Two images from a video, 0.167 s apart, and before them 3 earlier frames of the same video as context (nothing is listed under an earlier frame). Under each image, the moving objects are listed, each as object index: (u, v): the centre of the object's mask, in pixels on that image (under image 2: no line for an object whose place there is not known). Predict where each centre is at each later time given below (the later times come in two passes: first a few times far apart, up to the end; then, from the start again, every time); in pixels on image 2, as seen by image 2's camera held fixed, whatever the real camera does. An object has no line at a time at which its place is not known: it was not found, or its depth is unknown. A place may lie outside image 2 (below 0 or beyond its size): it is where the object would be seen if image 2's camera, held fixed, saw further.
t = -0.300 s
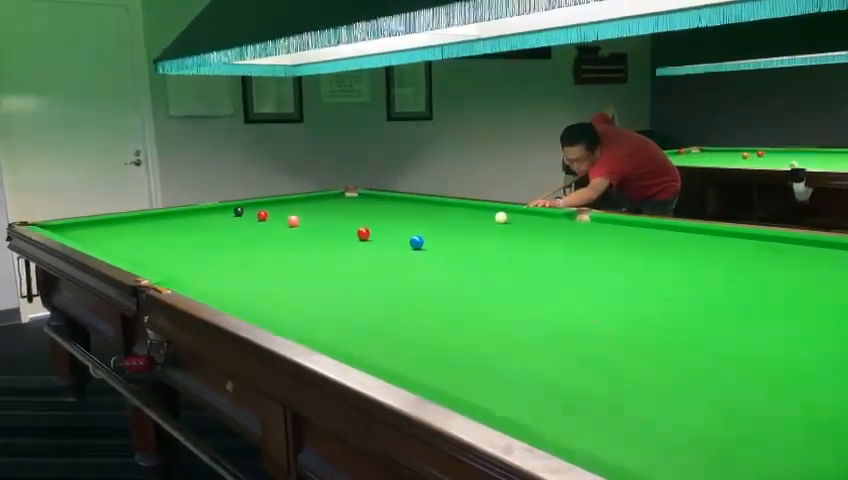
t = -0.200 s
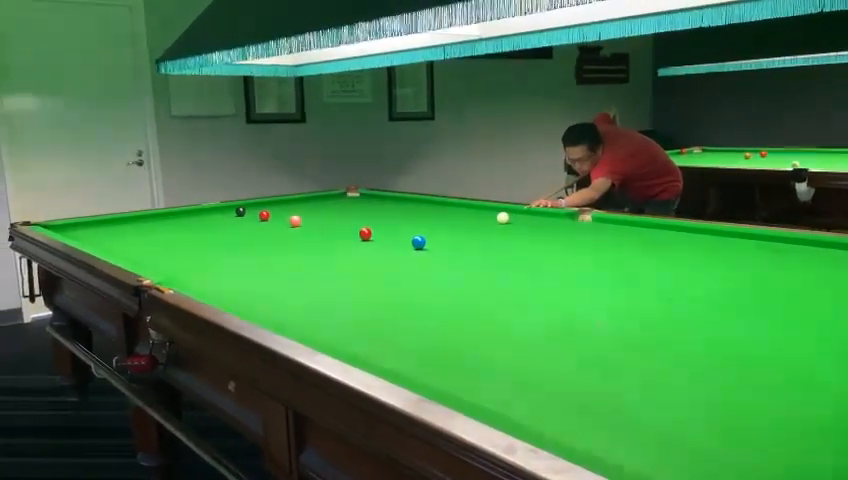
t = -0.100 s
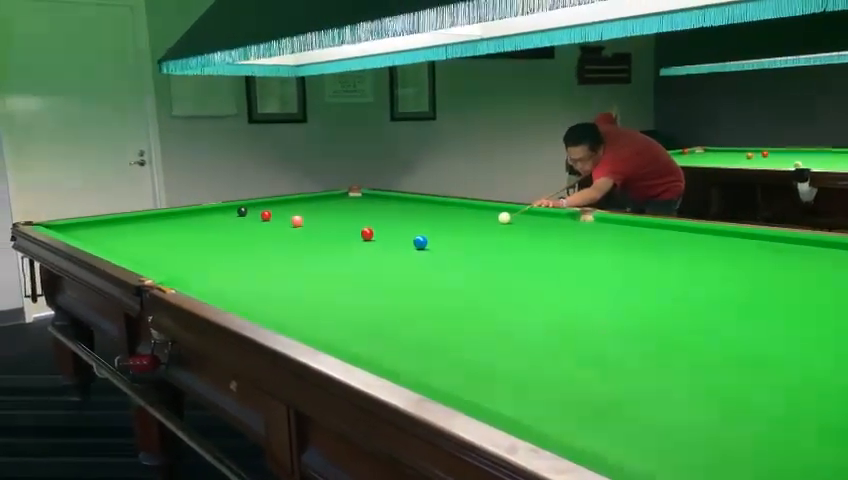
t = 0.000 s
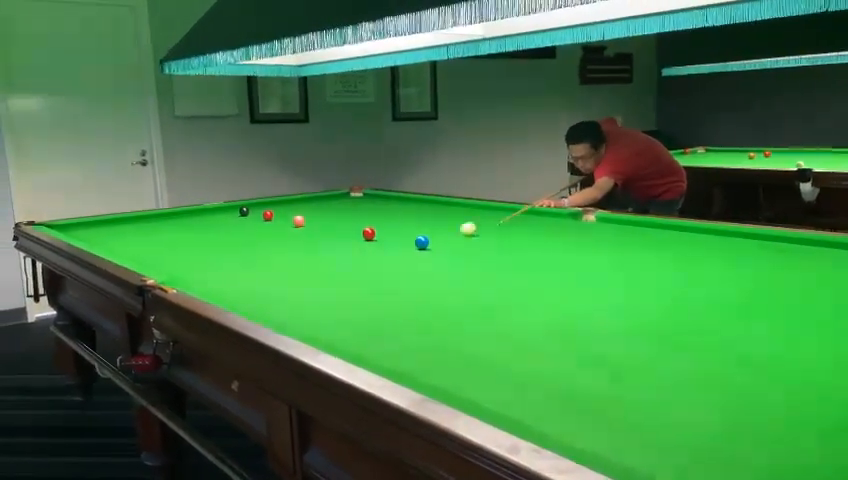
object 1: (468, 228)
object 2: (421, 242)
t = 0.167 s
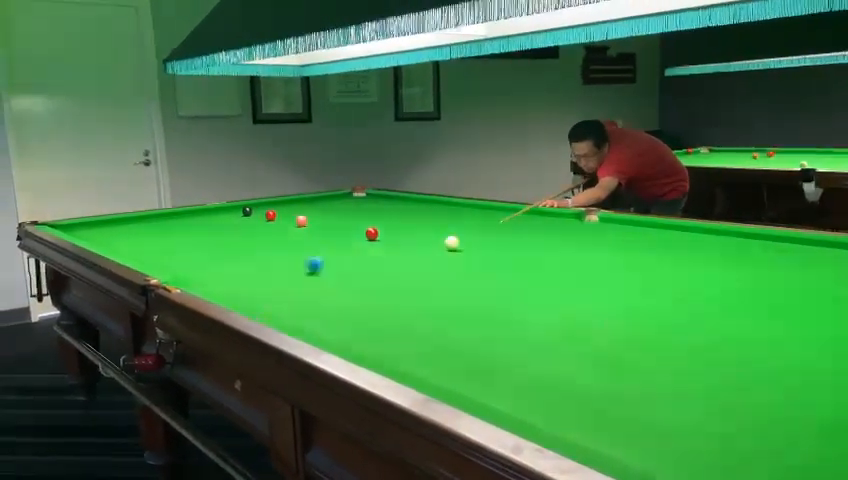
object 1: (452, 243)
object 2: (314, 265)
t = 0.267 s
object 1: (466, 245)
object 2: (201, 283)
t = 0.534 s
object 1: (507, 250)
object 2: (300, 243)
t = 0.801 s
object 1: (549, 256)
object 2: (353, 218)
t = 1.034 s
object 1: (588, 261)
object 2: (385, 203)
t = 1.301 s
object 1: (636, 268)
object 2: (361, 198)
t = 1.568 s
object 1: (686, 275)
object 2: (295, 201)
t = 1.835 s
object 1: (739, 282)
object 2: (250, 204)
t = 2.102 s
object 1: (794, 290)
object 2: (215, 213)
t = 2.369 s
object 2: (178, 222)
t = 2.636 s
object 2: (135, 232)
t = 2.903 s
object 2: (92, 240)
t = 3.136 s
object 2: (141, 240)
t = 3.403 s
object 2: (193, 239)
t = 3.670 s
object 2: (244, 237)
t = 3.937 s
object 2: (292, 235)
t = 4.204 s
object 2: (337, 234)
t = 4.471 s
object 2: (367, 232)
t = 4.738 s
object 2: (381, 230)
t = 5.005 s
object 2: (394, 228)
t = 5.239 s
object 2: (403, 227)
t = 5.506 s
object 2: (413, 225)
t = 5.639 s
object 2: (417, 225)
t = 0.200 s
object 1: (457, 244)
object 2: (275, 273)
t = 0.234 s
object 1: (461, 244)
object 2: (237, 281)
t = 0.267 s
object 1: (466, 245)
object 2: (201, 283)
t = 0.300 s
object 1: (471, 246)
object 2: (217, 277)
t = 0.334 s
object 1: (476, 246)
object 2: (233, 272)
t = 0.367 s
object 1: (481, 247)
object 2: (247, 265)
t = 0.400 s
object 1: (486, 248)
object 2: (260, 260)
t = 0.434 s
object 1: (491, 248)
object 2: (271, 255)
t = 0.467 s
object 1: (496, 249)
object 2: (282, 251)
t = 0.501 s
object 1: (501, 250)
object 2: (292, 246)
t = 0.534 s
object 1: (507, 250)
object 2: (300, 243)
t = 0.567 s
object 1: (512, 251)
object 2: (308, 239)
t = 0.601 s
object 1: (517, 251)
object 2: (316, 236)
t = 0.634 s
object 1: (522, 252)
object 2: (322, 232)
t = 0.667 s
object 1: (527, 253)
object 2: (329, 229)
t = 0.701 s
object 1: (533, 254)
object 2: (336, 226)
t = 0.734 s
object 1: (538, 254)
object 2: (341, 224)
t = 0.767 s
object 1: (543, 255)
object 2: (347, 221)
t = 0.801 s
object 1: (549, 256)
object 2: (353, 218)
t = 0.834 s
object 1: (555, 256)
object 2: (358, 216)
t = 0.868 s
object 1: (560, 257)
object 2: (363, 214)
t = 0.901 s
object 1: (566, 258)
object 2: (368, 212)
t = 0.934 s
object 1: (571, 259)
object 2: (372, 210)
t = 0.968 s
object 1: (577, 260)
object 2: (377, 207)
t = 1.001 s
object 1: (583, 260)
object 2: (381, 205)
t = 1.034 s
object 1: (588, 261)
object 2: (385, 203)
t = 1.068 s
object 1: (594, 262)
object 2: (389, 202)
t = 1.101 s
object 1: (600, 263)
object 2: (392, 200)
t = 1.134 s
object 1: (606, 264)
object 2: (396, 199)
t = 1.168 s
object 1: (612, 265)
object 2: (399, 196)
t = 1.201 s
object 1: (618, 265)
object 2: (389, 197)
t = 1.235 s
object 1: (624, 266)
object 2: (378, 197)
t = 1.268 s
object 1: (630, 267)
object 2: (368, 198)
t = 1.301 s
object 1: (636, 268)
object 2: (361, 198)
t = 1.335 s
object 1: (642, 269)
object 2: (352, 199)
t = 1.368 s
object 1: (648, 270)
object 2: (343, 199)
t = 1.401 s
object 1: (654, 270)
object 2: (336, 200)
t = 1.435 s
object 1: (661, 271)
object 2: (328, 200)
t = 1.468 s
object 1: (667, 272)
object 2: (320, 201)
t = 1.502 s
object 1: (673, 273)
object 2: (311, 201)
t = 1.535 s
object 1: (680, 274)
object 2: (303, 201)
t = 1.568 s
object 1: (686, 275)
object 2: (295, 201)
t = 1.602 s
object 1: (693, 276)
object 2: (287, 202)
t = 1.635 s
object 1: (699, 277)
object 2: (279, 202)
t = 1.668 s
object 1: (706, 277)
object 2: (270, 201)
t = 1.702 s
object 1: (712, 278)
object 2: (263, 202)
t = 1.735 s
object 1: (719, 279)
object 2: (260, 203)
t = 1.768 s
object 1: (725, 280)
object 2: (256, 204)
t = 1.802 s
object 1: (732, 281)
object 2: (253, 204)
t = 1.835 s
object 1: (739, 282)
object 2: (250, 204)
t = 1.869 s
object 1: (746, 283)
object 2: (246, 205)
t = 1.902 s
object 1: (753, 284)
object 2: (241, 208)
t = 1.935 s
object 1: (760, 285)
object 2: (237, 209)
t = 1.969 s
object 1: (767, 286)
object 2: (233, 209)
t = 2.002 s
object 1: (774, 287)
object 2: (229, 210)
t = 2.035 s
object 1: (780, 288)
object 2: (224, 211)
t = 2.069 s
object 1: (788, 289)
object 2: (219, 212)
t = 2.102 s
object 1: (794, 290)
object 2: (215, 213)
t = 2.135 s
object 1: (797, 290)
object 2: (211, 214)
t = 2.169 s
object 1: (800, 291)
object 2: (207, 215)
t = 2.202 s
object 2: (202, 217)
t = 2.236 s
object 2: (197, 218)
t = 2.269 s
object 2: (192, 219)
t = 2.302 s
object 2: (188, 220)
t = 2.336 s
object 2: (183, 221)
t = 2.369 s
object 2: (178, 222)
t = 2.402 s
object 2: (173, 223)
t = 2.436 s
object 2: (167, 224)
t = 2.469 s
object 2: (163, 226)
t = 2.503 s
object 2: (158, 227)
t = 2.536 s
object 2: (152, 228)
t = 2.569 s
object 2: (146, 229)
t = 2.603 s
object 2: (141, 230)
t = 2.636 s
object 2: (135, 232)
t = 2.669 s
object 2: (129, 233)
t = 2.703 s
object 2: (124, 234)
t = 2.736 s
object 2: (117, 236)
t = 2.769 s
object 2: (111, 237)
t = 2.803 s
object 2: (106, 238)
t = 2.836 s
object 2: (99, 239)
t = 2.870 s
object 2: (93, 240)
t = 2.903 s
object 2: (92, 240)
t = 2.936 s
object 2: (99, 241)
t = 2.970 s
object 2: (106, 241)
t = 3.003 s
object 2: (113, 241)
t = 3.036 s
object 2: (120, 241)
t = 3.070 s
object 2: (127, 240)
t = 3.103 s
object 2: (133, 240)
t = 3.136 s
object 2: (141, 240)
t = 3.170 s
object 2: (147, 240)
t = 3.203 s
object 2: (154, 240)
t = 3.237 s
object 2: (161, 240)
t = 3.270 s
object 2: (167, 239)
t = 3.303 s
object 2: (173, 239)
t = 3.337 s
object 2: (180, 239)
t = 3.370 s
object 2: (187, 239)
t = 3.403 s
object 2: (193, 239)
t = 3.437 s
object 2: (200, 238)
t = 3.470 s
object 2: (206, 238)
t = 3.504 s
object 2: (212, 238)
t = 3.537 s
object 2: (219, 238)
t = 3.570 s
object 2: (225, 237)
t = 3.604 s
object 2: (231, 237)
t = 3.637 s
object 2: (238, 237)
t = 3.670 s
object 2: (244, 237)
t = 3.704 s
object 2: (250, 237)
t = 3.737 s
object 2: (256, 237)
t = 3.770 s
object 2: (262, 236)
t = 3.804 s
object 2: (268, 236)
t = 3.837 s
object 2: (274, 236)
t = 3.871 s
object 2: (280, 236)
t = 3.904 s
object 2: (286, 235)
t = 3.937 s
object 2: (292, 235)
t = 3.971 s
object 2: (297, 236)
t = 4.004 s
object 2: (303, 235)
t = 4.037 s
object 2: (309, 235)
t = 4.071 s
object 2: (315, 235)
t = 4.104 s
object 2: (320, 235)
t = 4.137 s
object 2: (326, 235)
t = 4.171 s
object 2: (332, 235)
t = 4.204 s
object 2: (337, 234)
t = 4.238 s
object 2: (343, 234)
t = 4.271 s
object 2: (348, 234)
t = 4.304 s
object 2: (354, 234)
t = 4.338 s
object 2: (359, 233)
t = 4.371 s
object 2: (361, 233)
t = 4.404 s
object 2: (363, 233)
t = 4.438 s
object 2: (365, 233)
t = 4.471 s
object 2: (367, 232)
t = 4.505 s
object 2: (369, 232)
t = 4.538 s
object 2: (370, 232)
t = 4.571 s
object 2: (372, 231)
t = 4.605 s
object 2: (374, 231)
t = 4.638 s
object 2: (376, 231)
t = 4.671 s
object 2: (378, 231)
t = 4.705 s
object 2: (379, 231)
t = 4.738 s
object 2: (381, 230)
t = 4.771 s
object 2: (383, 230)
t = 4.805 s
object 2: (384, 230)
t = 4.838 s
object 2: (386, 230)
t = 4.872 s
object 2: (388, 229)
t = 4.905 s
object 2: (389, 229)
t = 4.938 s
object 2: (391, 229)
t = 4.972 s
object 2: (392, 228)
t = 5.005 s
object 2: (394, 228)
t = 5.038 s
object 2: (395, 228)
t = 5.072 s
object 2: (397, 228)
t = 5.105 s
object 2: (398, 228)
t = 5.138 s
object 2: (399, 227)
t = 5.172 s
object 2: (401, 227)
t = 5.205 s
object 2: (402, 227)
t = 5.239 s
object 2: (403, 227)
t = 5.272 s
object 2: (405, 227)
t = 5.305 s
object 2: (406, 226)
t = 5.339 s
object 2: (407, 226)
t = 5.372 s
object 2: (408, 226)
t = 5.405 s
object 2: (409, 226)
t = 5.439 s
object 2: (411, 226)
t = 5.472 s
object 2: (412, 226)
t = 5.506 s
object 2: (413, 225)
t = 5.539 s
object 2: (414, 225)
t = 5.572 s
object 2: (415, 225)
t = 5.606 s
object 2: (416, 225)
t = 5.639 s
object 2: (417, 225)
